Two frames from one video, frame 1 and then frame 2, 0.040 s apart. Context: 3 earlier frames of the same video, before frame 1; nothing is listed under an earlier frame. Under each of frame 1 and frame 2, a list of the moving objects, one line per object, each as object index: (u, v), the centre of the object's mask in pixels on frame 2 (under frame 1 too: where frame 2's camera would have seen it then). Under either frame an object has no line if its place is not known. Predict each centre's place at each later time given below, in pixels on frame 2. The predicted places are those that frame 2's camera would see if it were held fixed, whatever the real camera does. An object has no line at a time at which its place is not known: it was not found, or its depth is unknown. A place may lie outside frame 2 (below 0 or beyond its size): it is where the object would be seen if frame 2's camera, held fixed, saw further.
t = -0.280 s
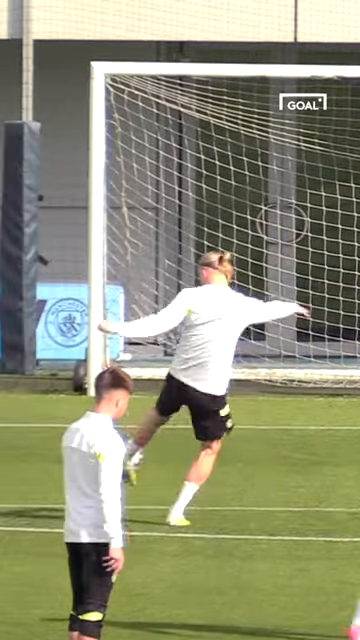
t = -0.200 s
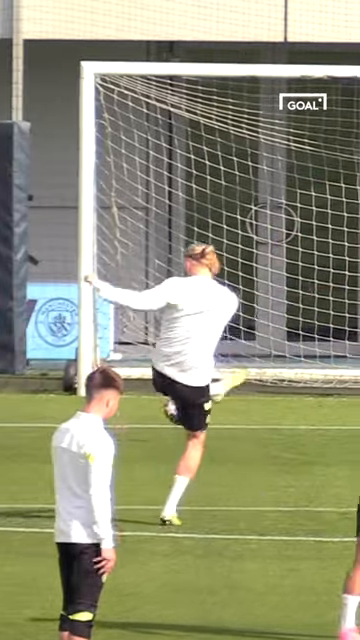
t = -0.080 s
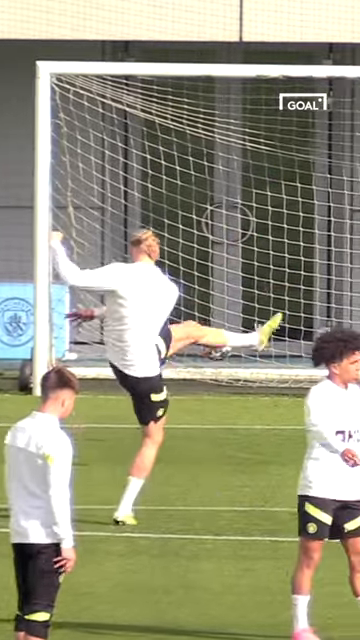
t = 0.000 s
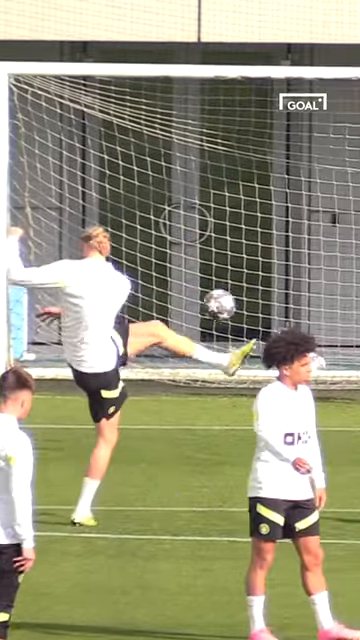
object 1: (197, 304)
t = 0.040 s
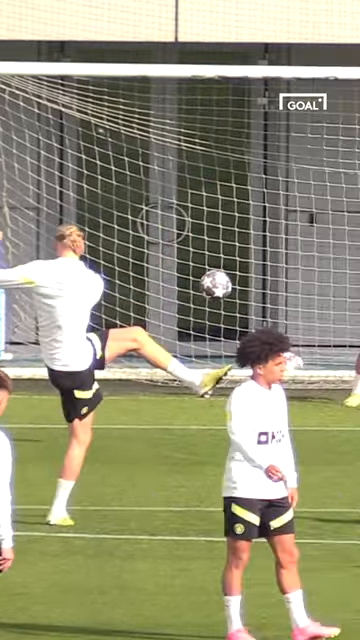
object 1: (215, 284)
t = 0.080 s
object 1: (233, 266)
